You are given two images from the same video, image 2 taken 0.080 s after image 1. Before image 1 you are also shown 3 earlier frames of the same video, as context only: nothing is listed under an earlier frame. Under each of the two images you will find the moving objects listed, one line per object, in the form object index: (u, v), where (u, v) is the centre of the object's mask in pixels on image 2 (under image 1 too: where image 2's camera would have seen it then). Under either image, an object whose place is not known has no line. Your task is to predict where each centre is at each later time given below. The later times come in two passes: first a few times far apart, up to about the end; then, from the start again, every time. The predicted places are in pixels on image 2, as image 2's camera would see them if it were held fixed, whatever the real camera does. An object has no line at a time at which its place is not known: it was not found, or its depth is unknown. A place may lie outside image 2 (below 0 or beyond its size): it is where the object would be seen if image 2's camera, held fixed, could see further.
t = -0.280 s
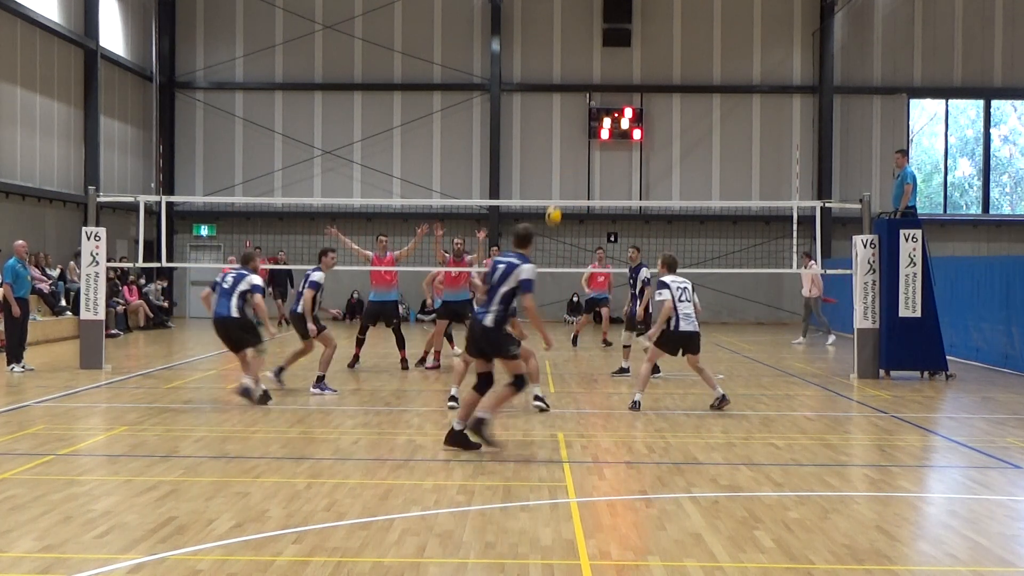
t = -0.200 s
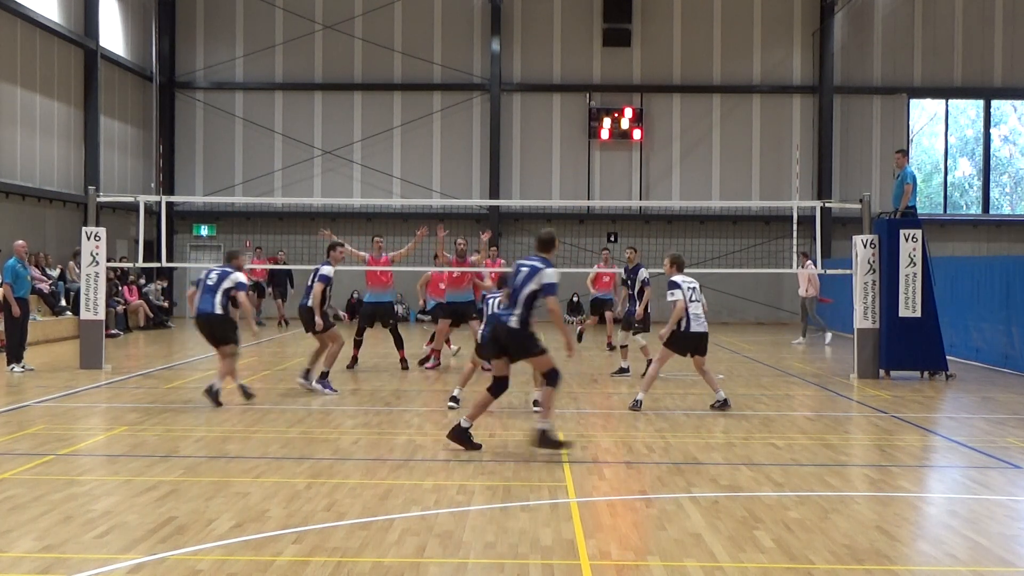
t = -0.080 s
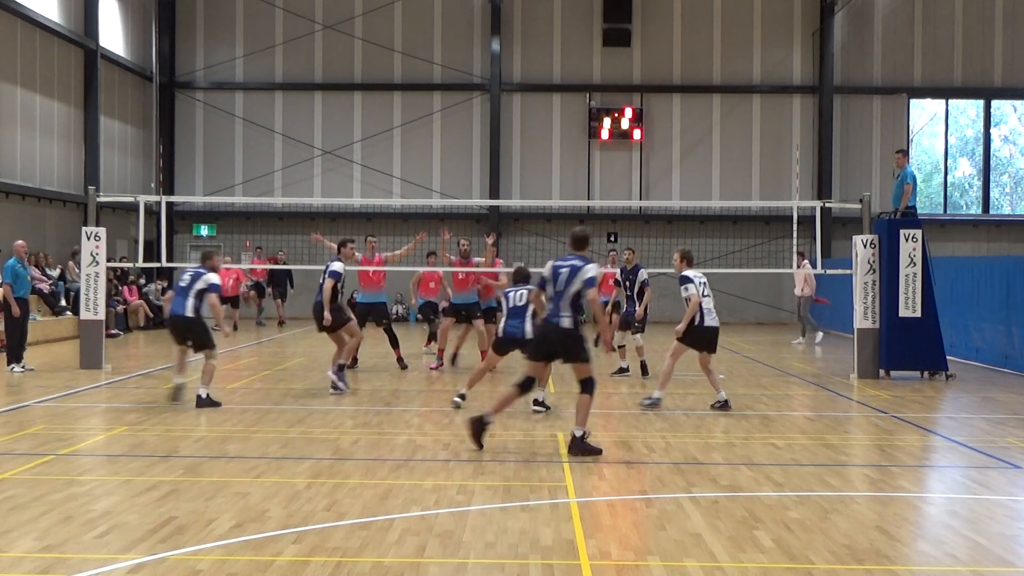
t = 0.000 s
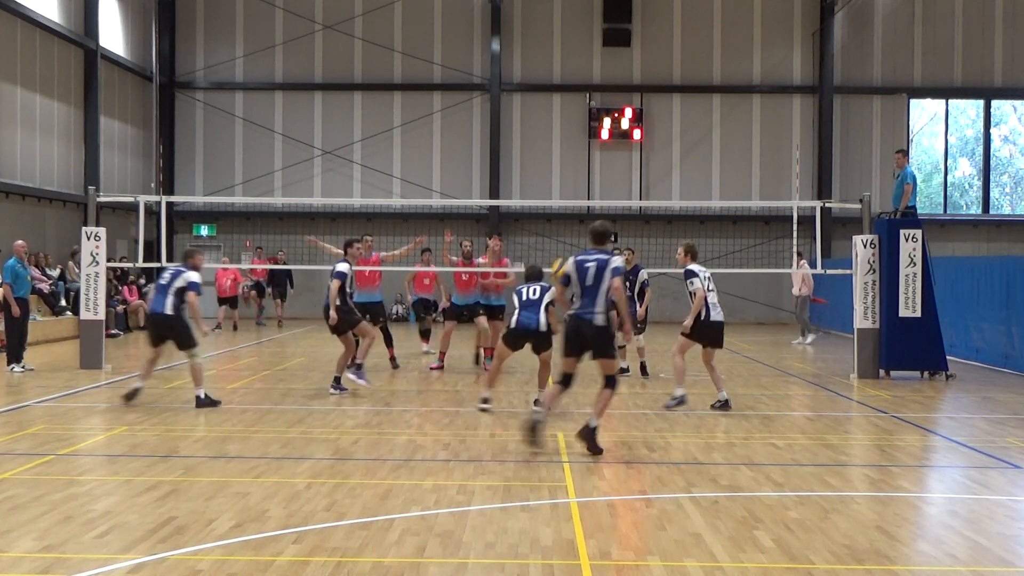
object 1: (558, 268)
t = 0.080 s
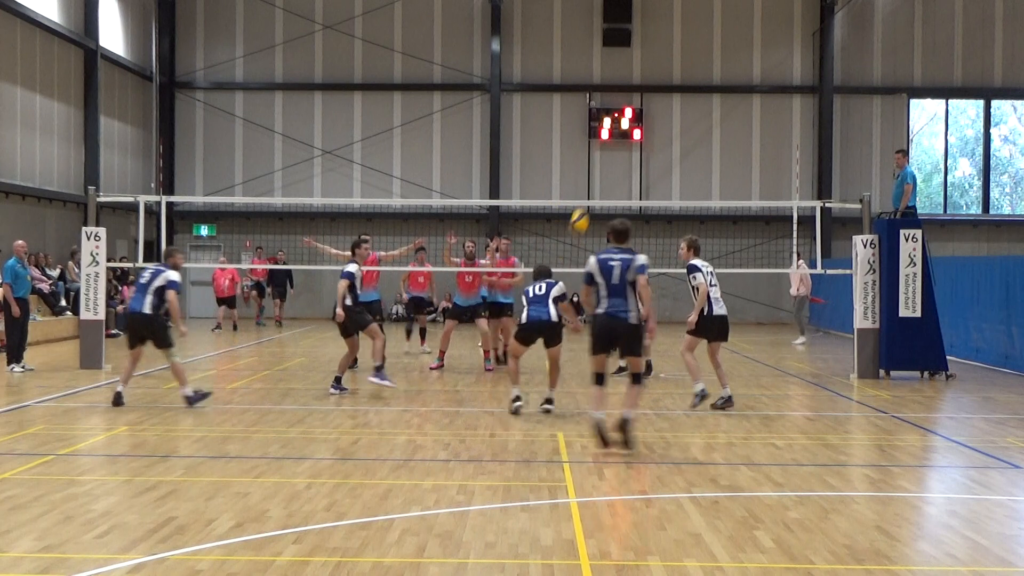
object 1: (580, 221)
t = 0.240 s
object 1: (616, 139)
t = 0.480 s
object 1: (667, 61)
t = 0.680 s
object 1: (709, 36)
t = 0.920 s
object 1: (757, 51)
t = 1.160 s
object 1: (804, 116)
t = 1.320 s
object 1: (833, 184)
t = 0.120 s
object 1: (589, 198)
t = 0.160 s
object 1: (597, 177)
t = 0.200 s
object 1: (606, 157)
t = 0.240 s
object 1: (616, 139)
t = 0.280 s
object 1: (623, 125)
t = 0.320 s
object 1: (633, 108)
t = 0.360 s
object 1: (641, 94)
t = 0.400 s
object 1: (650, 82)
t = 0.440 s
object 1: (658, 71)
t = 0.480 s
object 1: (667, 61)
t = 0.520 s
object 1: (675, 54)
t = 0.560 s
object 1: (684, 47)
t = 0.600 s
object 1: (692, 42)
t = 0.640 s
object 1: (700, 38)
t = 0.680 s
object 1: (709, 36)
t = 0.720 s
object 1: (717, 34)
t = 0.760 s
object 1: (725, 35)
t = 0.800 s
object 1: (733, 37)
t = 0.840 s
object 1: (741, 41)
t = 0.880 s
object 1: (749, 45)
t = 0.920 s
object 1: (757, 51)
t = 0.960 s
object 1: (766, 59)
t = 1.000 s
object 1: (773, 67)
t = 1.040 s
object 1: (781, 78)
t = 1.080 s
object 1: (788, 88)
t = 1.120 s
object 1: (796, 101)
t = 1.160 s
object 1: (804, 116)
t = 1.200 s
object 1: (812, 131)
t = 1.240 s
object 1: (819, 148)
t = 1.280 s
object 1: (826, 166)
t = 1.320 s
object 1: (833, 184)
